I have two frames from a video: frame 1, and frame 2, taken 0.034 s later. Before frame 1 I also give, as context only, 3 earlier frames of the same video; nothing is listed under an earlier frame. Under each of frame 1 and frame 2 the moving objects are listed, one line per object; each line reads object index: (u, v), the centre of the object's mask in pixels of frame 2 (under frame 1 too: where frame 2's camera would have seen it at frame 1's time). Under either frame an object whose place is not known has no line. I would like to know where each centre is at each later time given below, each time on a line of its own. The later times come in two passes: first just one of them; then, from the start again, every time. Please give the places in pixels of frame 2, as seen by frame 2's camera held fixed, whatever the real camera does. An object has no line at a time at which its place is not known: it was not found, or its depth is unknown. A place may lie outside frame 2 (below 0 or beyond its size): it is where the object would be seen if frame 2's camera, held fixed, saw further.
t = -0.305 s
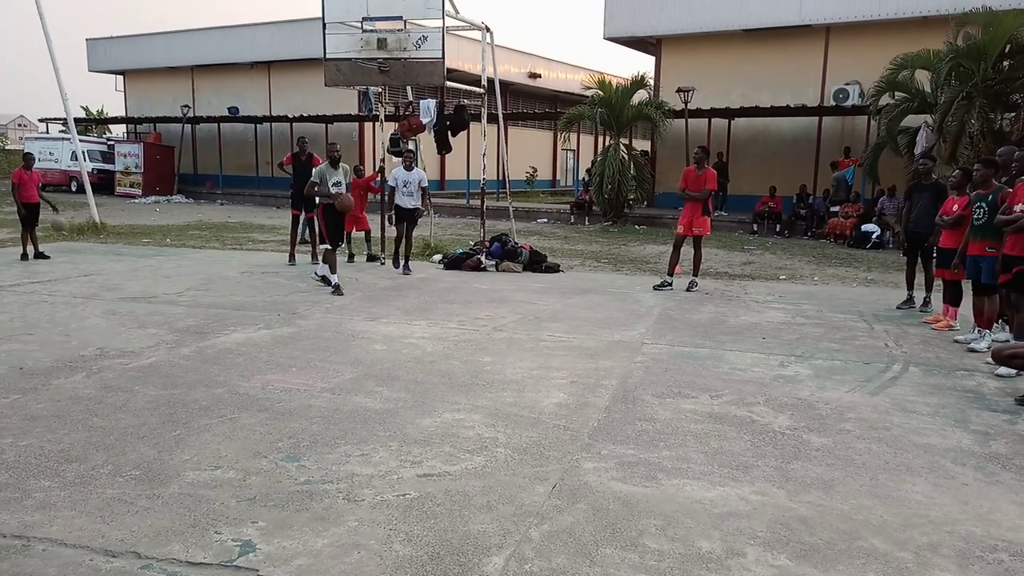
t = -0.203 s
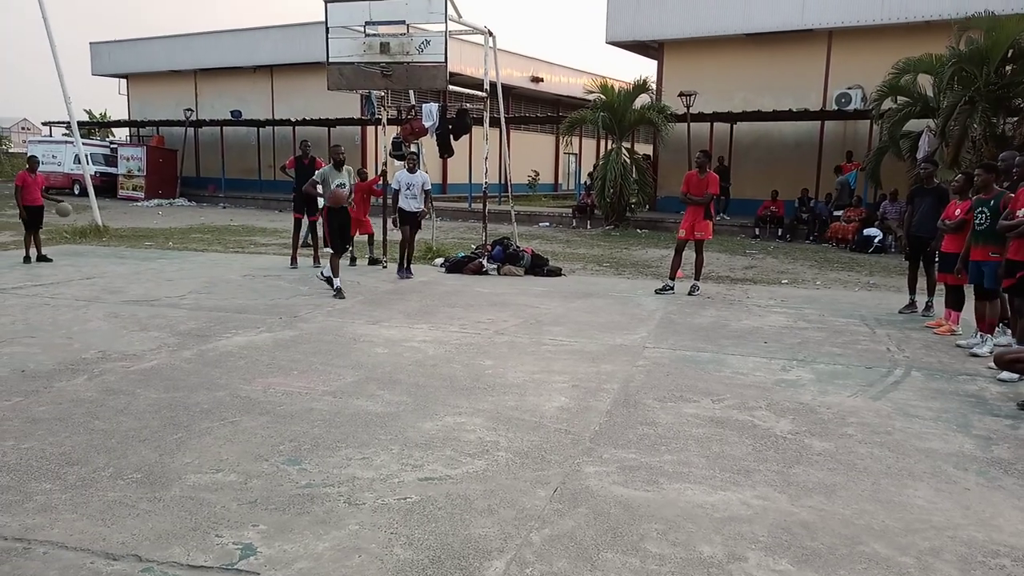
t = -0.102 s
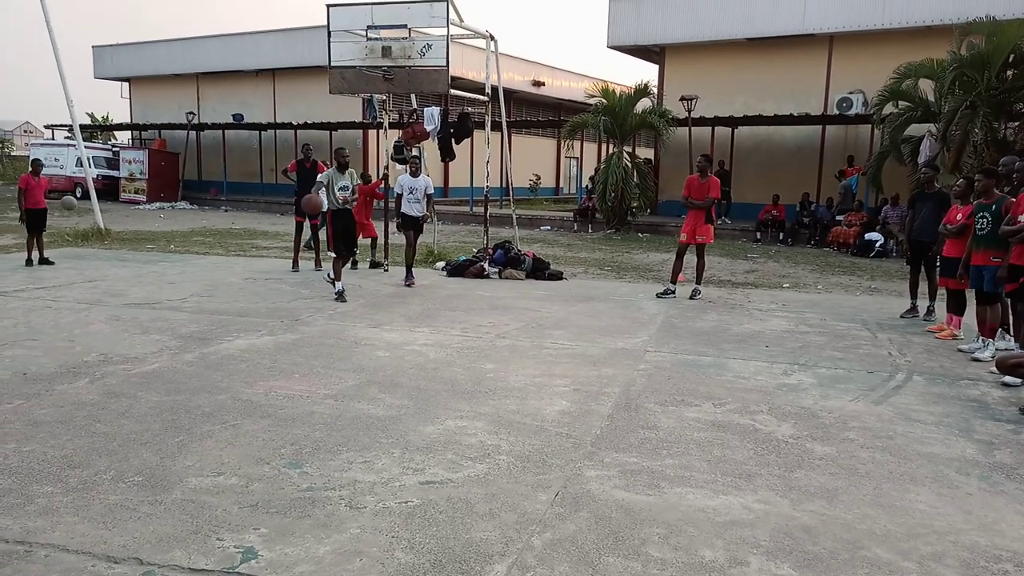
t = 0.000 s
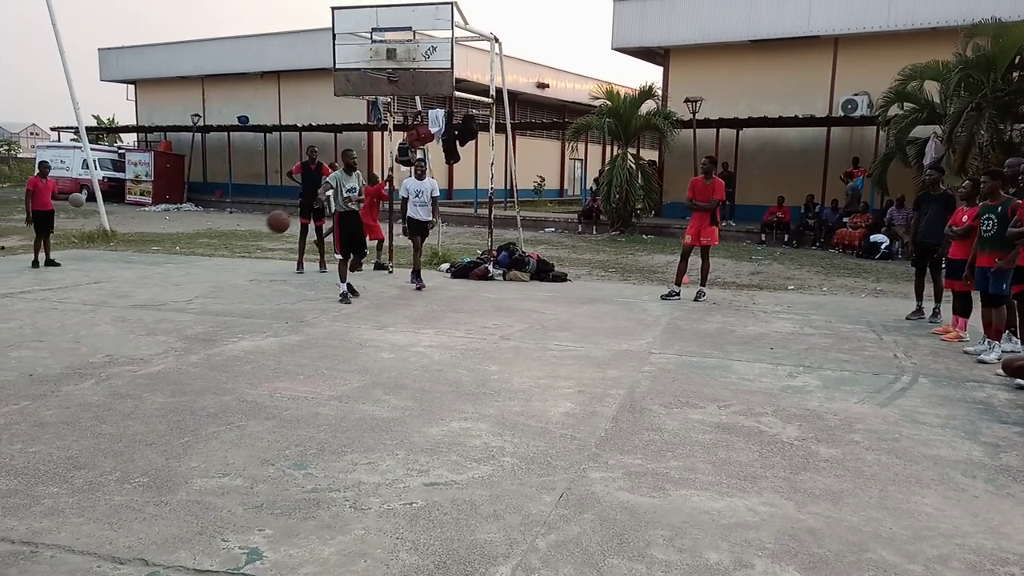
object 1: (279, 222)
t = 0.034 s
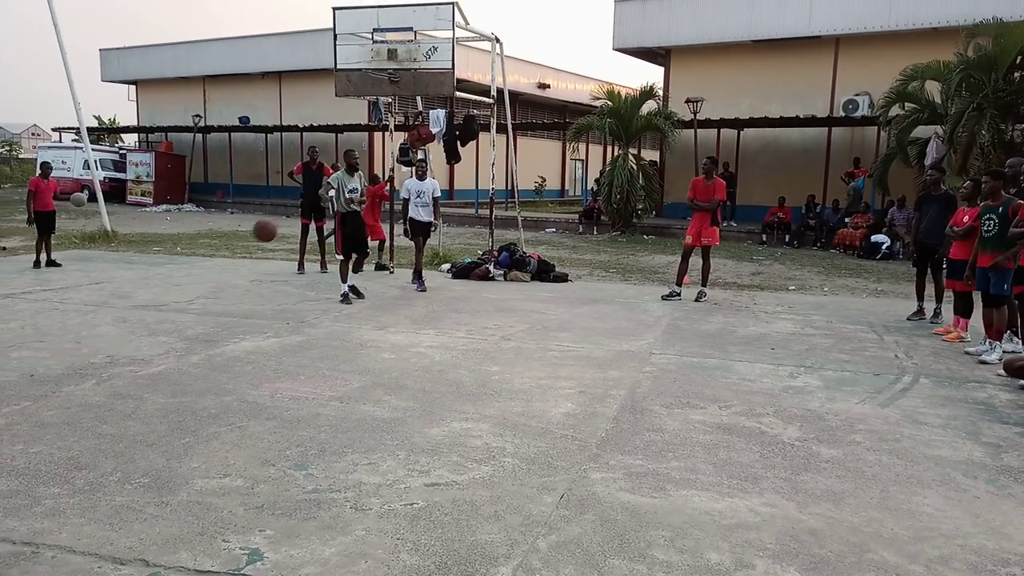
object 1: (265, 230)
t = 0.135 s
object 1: (217, 264)
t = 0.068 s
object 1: (250, 240)
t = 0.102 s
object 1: (234, 251)
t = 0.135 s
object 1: (217, 264)
